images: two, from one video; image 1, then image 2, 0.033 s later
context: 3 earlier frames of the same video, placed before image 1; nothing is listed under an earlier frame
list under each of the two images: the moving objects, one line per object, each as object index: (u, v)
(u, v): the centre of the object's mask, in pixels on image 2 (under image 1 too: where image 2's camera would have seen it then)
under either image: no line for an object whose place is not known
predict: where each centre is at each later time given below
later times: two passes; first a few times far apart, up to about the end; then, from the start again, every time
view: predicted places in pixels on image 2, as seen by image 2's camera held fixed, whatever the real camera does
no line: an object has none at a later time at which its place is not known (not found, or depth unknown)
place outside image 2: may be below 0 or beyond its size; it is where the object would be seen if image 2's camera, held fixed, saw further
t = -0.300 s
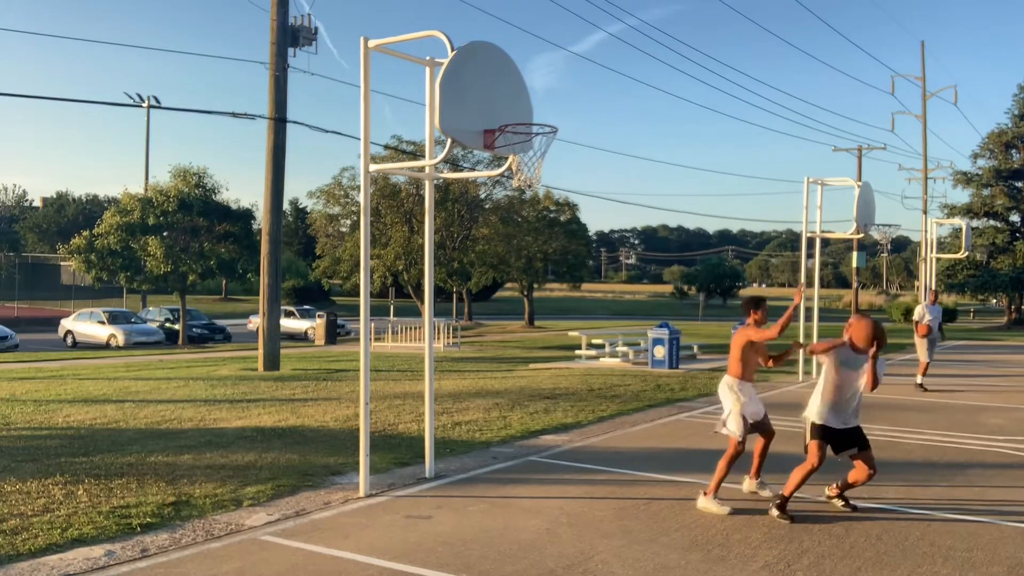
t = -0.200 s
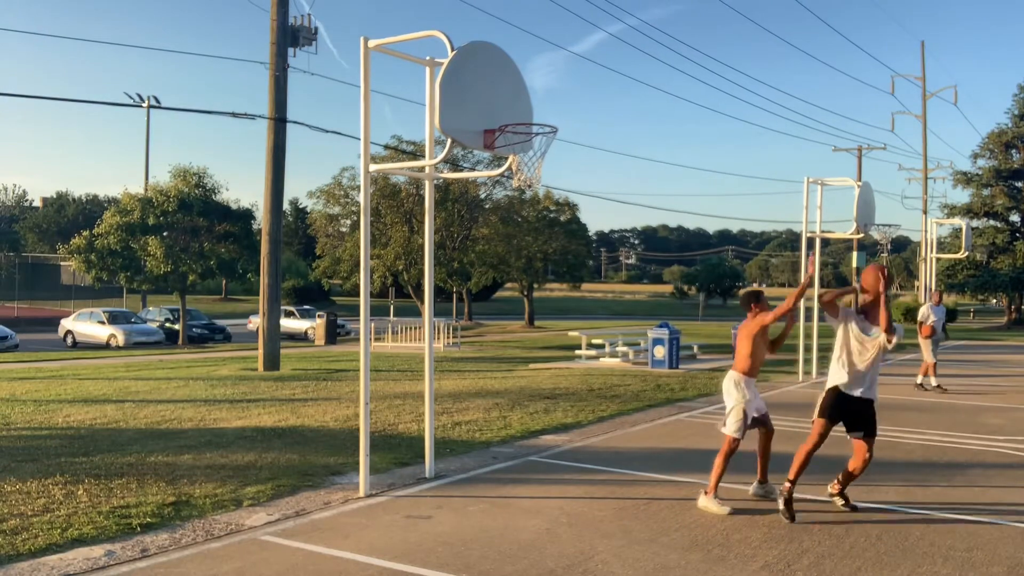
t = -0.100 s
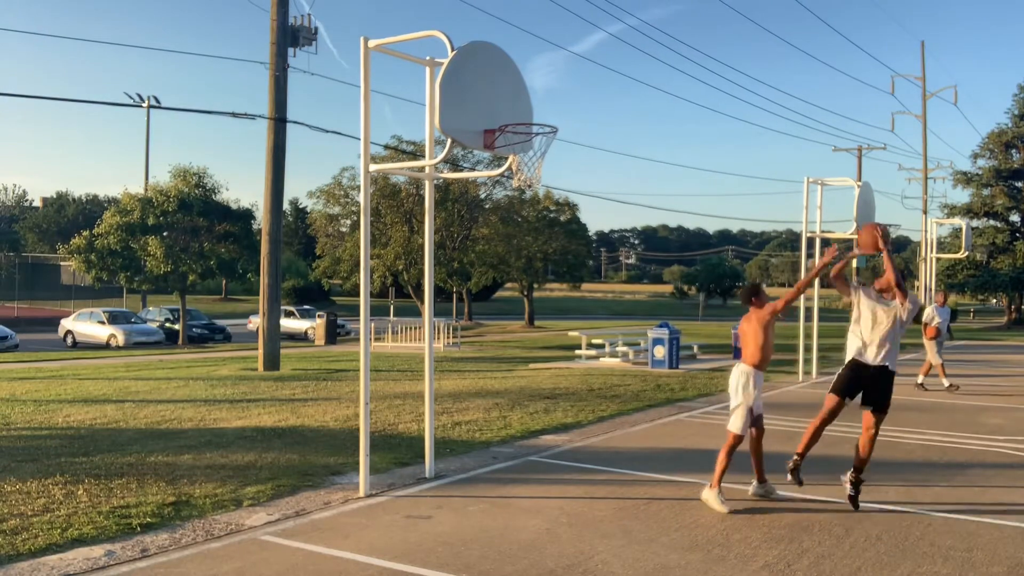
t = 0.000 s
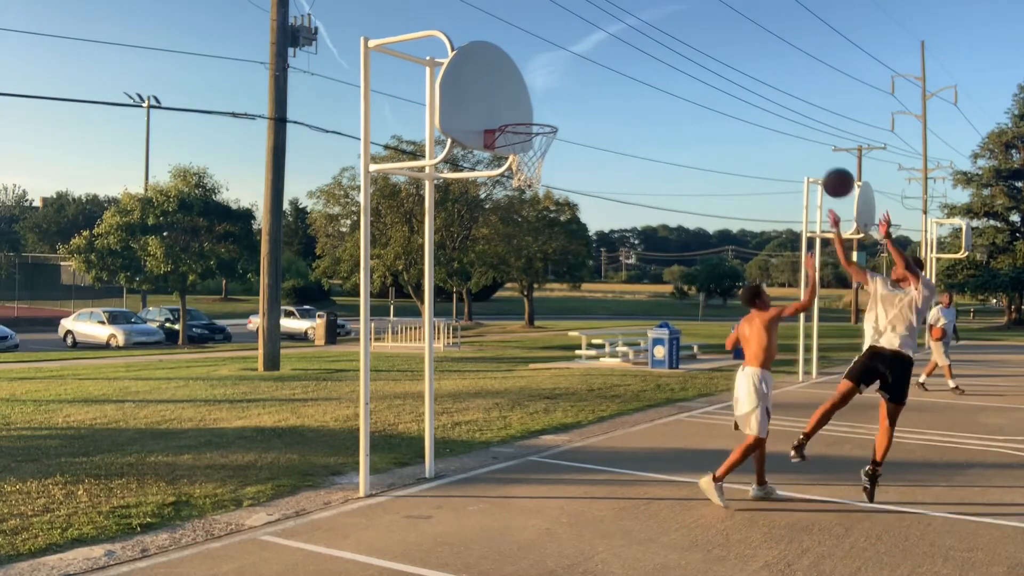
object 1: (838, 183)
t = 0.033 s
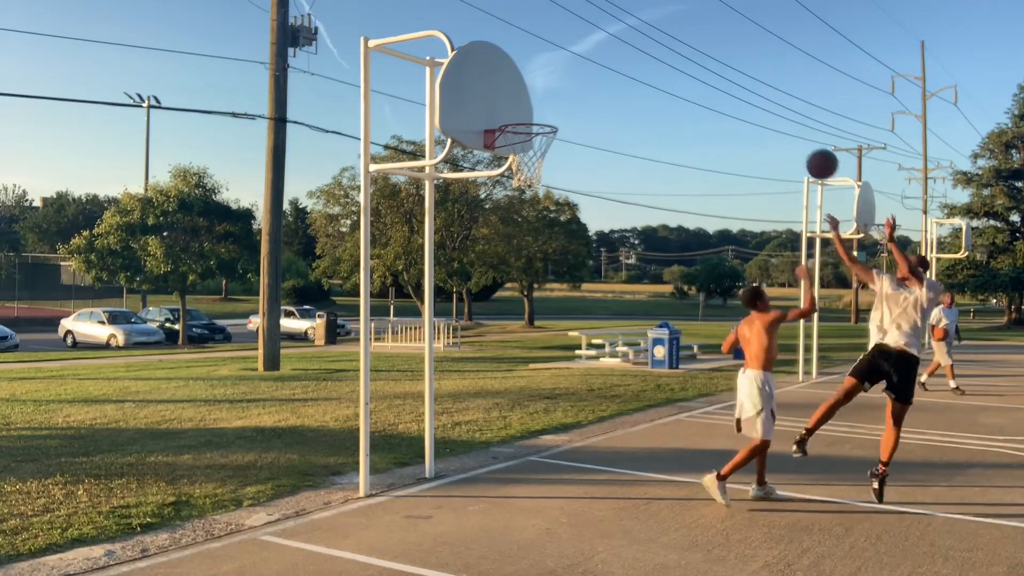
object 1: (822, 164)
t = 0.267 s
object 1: (708, 74)
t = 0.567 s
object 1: (562, 58)
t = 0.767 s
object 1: (488, 105)
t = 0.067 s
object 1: (806, 147)
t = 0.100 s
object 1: (789, 131)
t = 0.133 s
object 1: (773, 117)
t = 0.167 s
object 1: (757, 104)
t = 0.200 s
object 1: (740, 93)
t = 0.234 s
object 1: (724, 83)
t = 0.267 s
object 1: (708, 74)
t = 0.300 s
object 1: (691, 67)
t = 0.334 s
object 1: (675, 61)
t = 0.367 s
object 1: (659, 56)
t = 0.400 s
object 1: (643, 53)
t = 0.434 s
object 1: (627, 51)
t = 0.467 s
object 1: (610, 51)
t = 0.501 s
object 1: (595, 52)
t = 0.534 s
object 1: (579, 55)
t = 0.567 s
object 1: (562, 58)
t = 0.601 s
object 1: (546, 64)
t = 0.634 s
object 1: (531, 70)
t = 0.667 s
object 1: (514, 78)
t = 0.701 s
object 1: (498, 87)
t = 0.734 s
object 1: (483, 97)
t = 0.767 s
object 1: (488, 105)
